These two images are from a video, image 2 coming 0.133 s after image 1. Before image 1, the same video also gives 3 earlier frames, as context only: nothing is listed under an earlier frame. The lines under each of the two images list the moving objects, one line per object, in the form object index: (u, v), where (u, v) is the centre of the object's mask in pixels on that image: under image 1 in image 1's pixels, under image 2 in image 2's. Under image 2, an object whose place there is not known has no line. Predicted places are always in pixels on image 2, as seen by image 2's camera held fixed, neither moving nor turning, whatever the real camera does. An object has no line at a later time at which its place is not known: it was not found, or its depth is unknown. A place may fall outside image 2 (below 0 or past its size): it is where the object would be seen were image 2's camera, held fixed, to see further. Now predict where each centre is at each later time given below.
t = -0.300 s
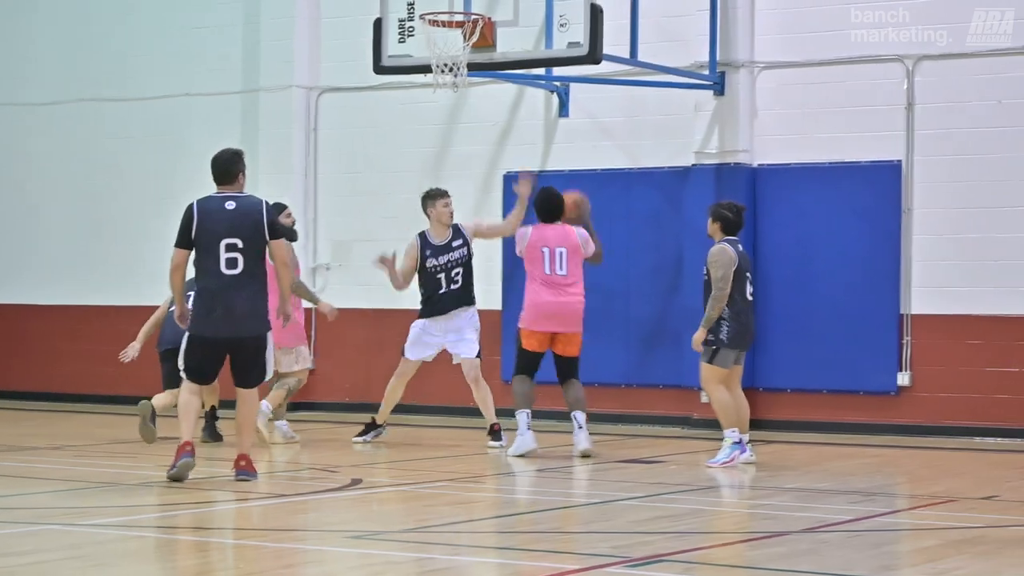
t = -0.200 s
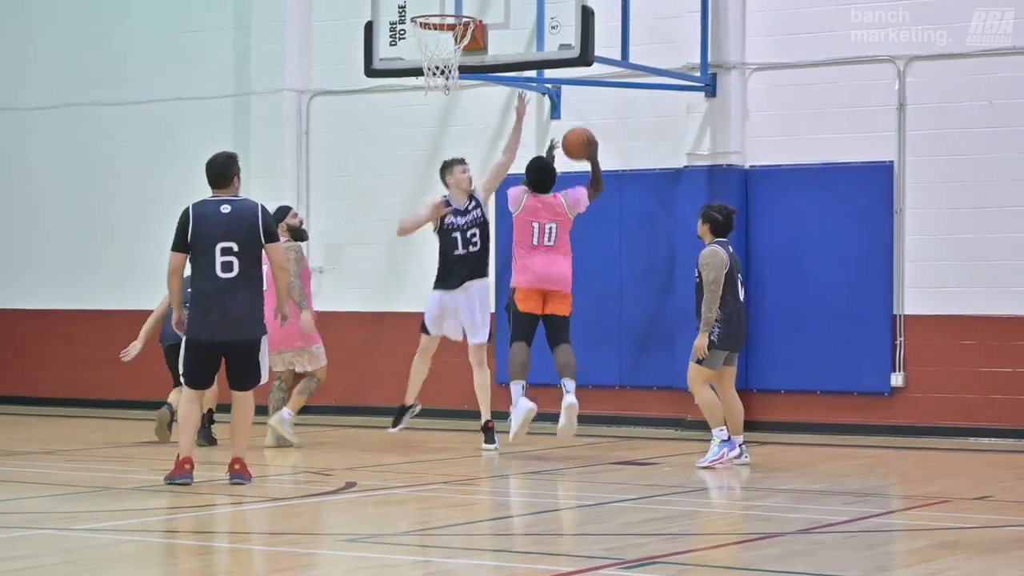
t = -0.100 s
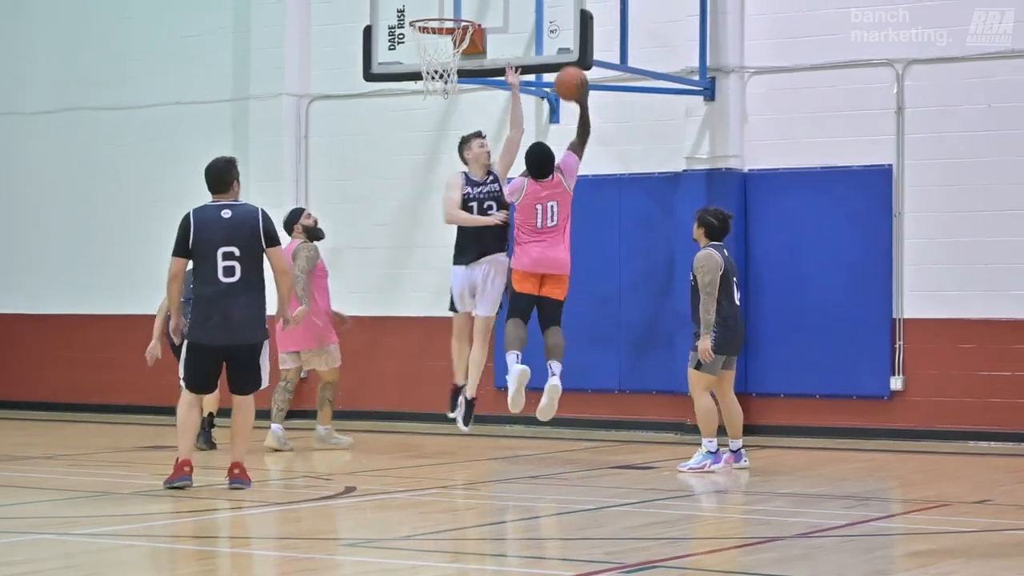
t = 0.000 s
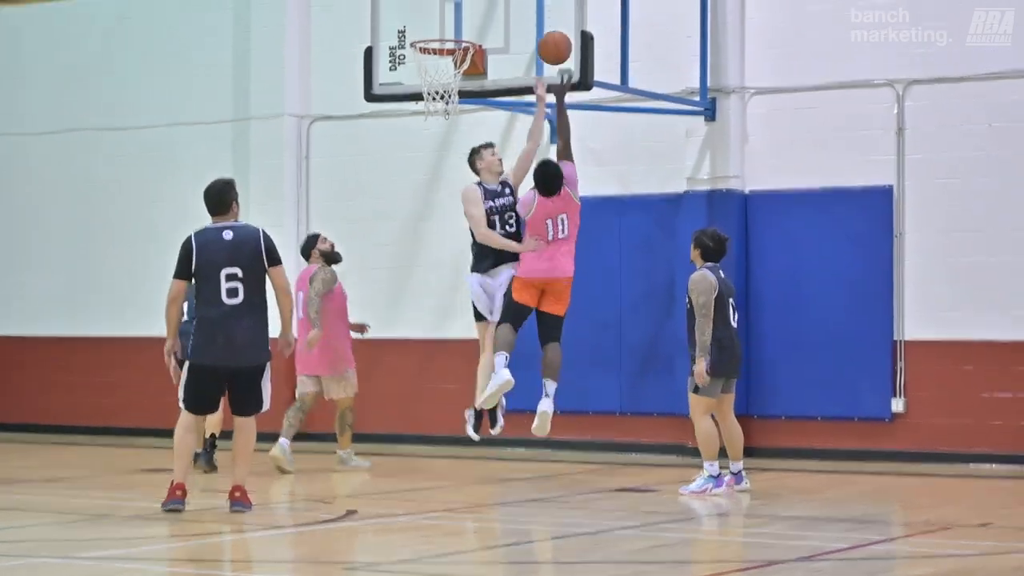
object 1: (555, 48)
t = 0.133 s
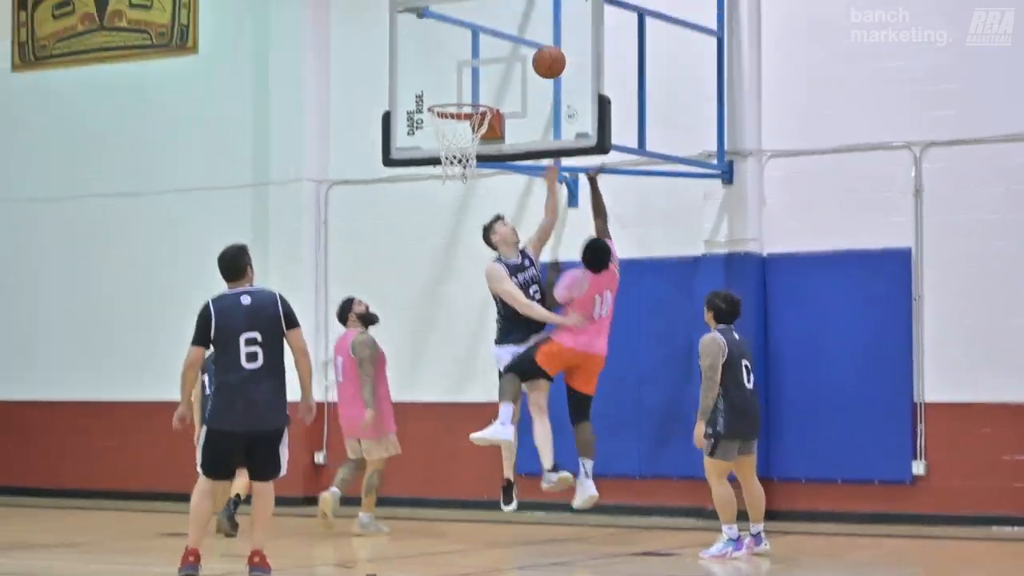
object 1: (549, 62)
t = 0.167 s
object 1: (543, 53)
